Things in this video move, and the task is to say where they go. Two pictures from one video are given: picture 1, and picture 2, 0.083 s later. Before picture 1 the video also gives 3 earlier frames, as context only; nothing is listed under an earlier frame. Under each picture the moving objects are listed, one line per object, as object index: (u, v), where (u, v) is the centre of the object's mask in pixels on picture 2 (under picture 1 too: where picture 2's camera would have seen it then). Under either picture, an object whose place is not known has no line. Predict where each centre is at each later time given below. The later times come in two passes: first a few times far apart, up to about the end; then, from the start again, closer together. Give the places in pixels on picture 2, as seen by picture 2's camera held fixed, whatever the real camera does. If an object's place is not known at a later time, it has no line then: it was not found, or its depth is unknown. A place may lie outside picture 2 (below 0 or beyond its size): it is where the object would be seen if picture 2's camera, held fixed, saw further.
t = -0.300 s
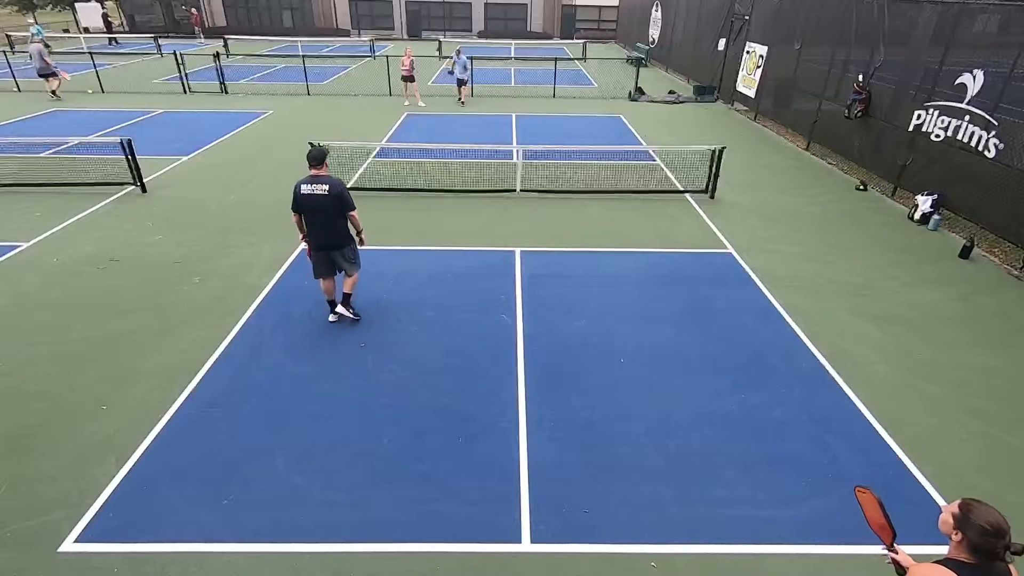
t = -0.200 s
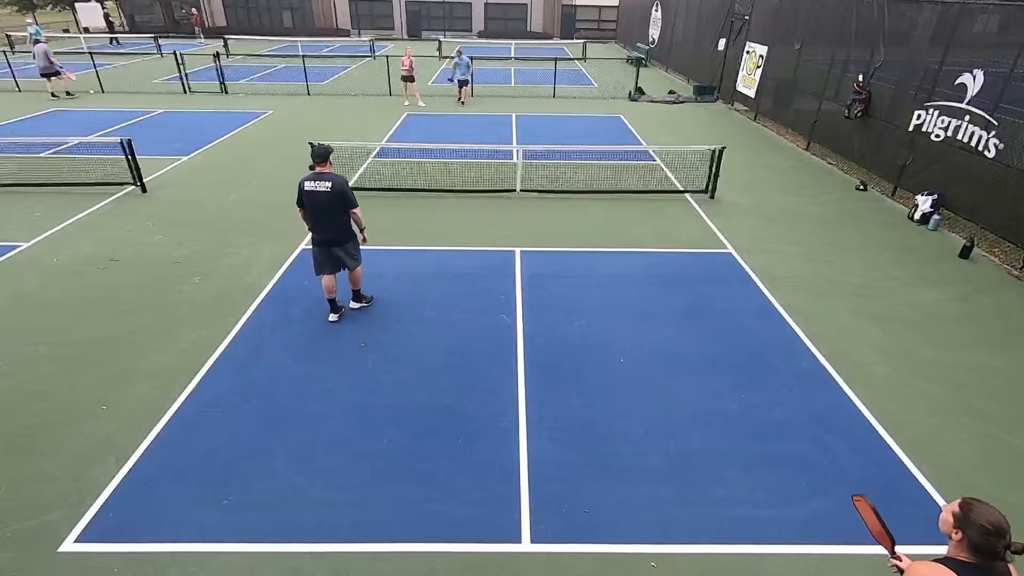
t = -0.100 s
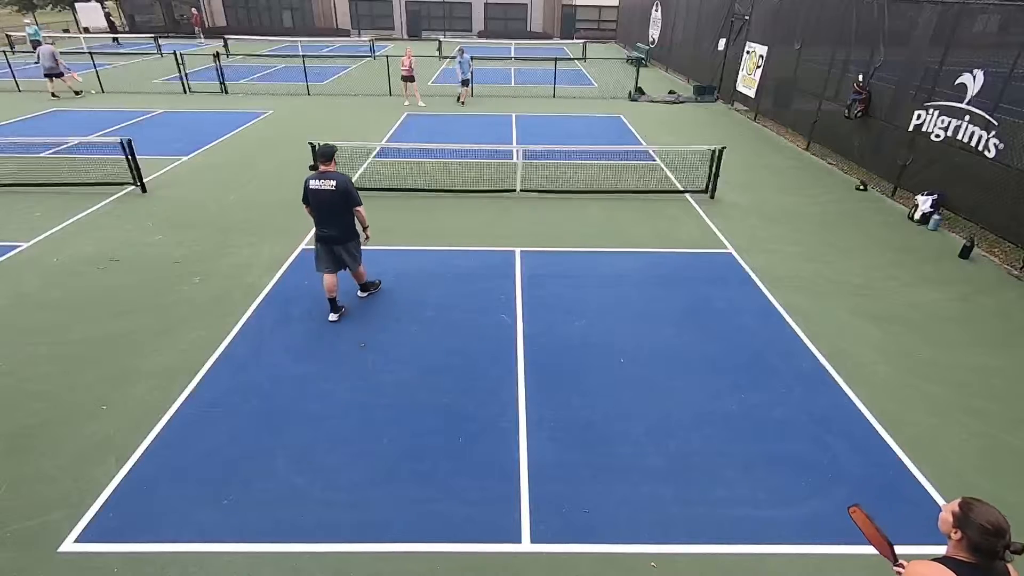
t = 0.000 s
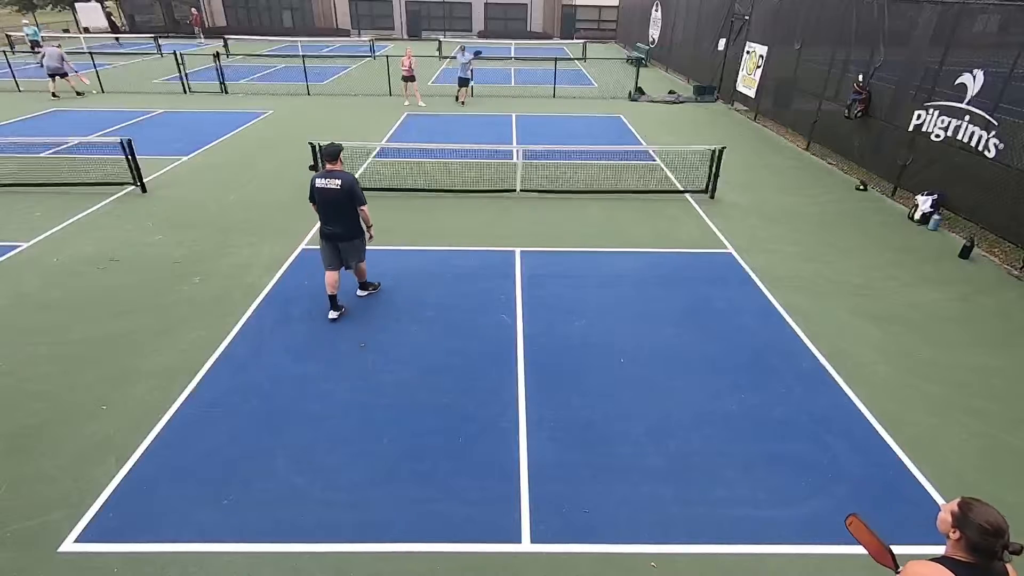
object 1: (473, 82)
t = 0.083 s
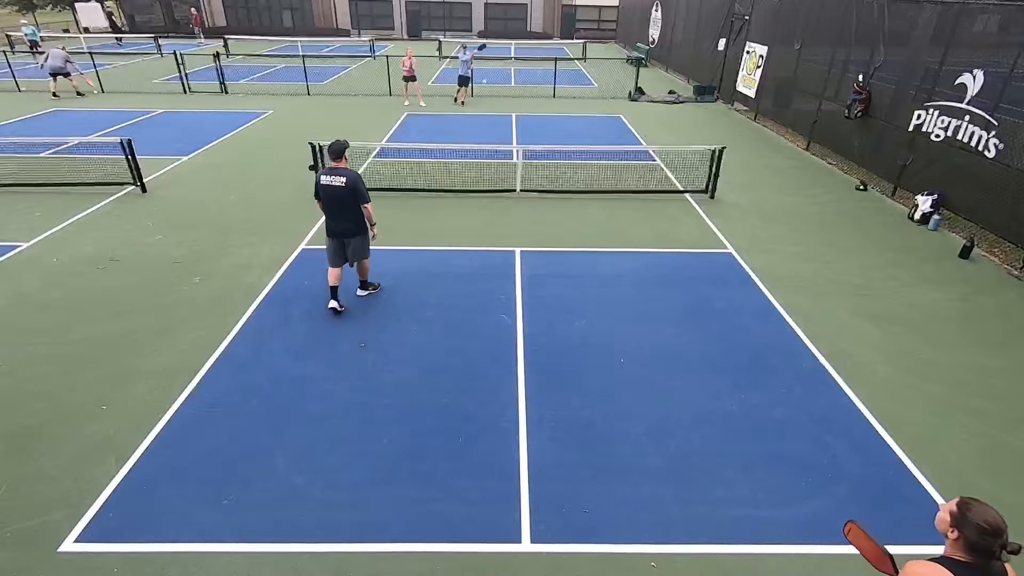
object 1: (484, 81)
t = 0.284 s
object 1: (521, 93)
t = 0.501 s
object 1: (573, 151)
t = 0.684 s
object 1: (634, 263)
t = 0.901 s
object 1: (733, 493)
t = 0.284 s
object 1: (521, 93)
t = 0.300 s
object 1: (524, 96)
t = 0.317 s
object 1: (527, 98)
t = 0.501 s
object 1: (573, 151)
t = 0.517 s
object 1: (578, 157)
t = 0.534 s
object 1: (583, 165)
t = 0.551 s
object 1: (587, 175)
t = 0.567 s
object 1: (592, 183)
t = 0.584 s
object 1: (598, 192)
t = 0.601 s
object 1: (604, 202)
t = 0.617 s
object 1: (609, 213)
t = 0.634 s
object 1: (615, 225)
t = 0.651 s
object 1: (621, 236)
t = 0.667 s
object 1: (627, 250)
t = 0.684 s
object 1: (634, 263)
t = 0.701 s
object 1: (640, 278)
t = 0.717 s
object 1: (647, 293)
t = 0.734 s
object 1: (653, 310)
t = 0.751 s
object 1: (660, 327)
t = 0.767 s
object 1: (668, 345)
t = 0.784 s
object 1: (676, 365)
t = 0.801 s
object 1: (683, 385)
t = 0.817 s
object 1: (691, 407)
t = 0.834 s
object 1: (699, 430)
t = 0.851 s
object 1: (708, 455)
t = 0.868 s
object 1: (717, 480)
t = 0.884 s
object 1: (725, 487)
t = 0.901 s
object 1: (733, 493)
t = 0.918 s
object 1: (741, 500)
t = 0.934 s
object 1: (751, 507)
